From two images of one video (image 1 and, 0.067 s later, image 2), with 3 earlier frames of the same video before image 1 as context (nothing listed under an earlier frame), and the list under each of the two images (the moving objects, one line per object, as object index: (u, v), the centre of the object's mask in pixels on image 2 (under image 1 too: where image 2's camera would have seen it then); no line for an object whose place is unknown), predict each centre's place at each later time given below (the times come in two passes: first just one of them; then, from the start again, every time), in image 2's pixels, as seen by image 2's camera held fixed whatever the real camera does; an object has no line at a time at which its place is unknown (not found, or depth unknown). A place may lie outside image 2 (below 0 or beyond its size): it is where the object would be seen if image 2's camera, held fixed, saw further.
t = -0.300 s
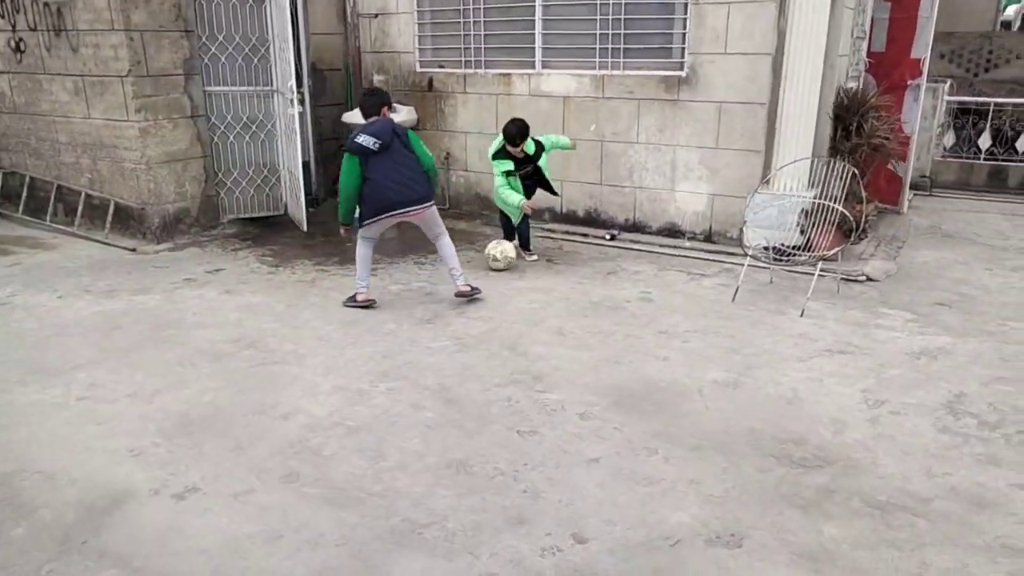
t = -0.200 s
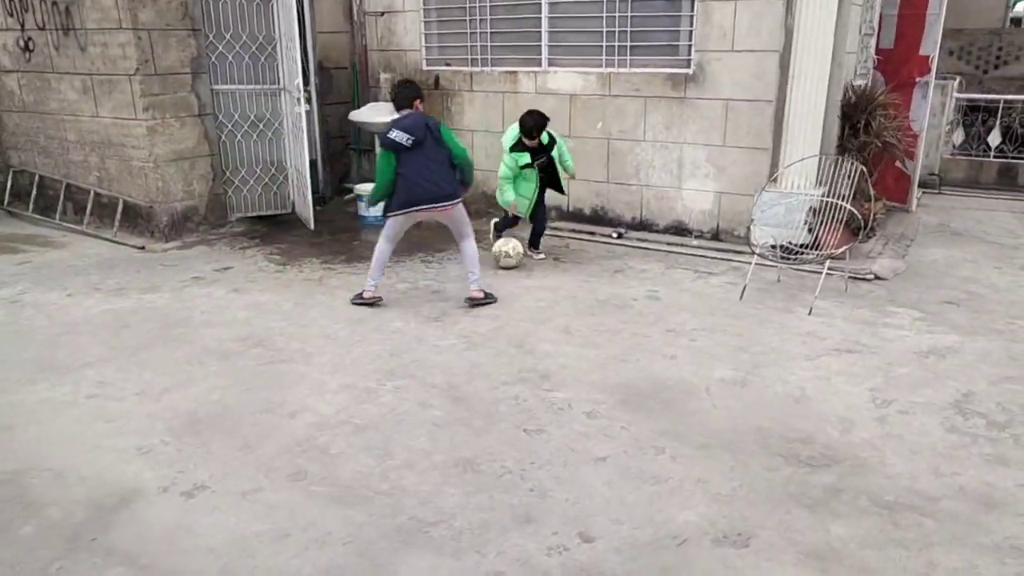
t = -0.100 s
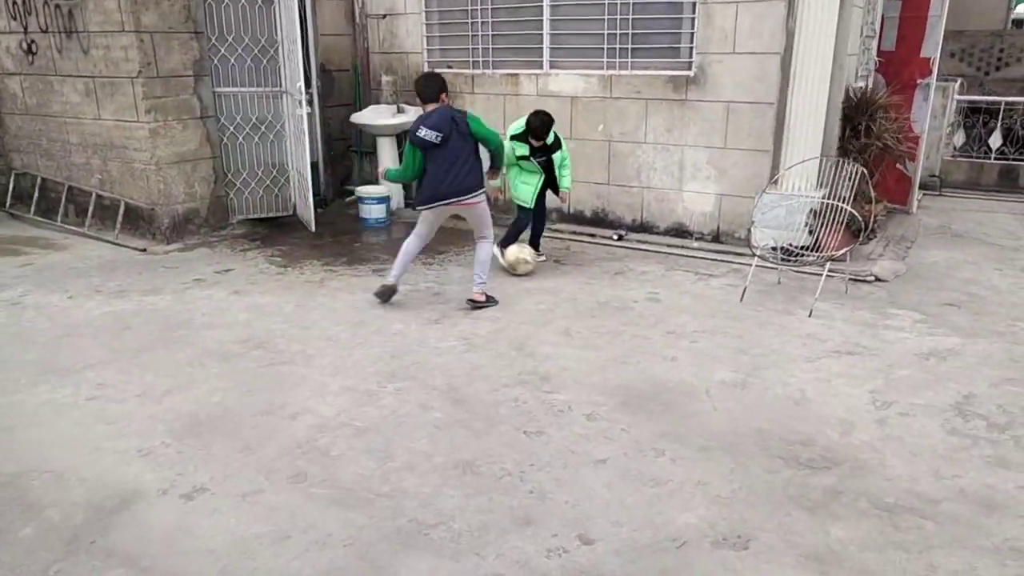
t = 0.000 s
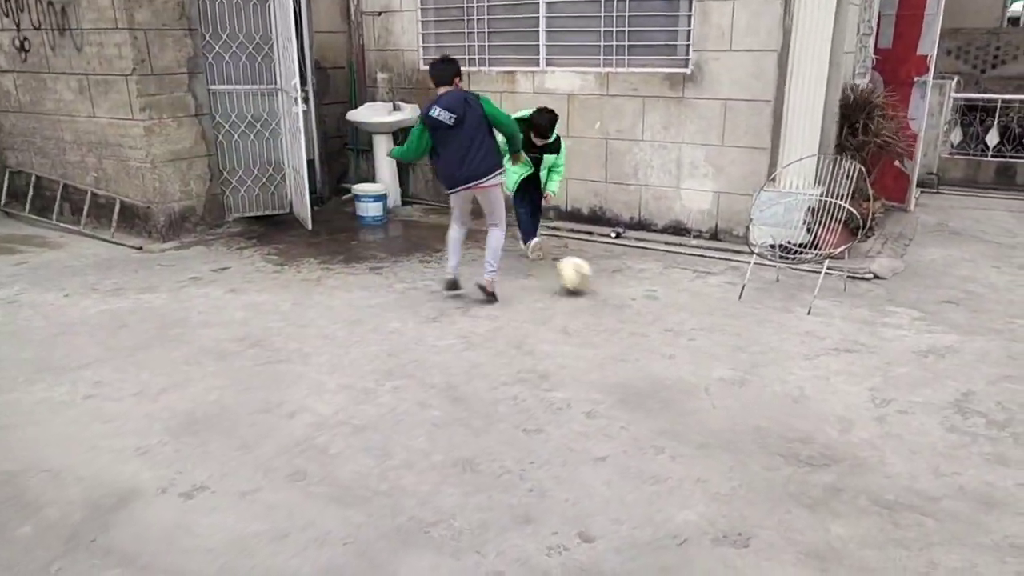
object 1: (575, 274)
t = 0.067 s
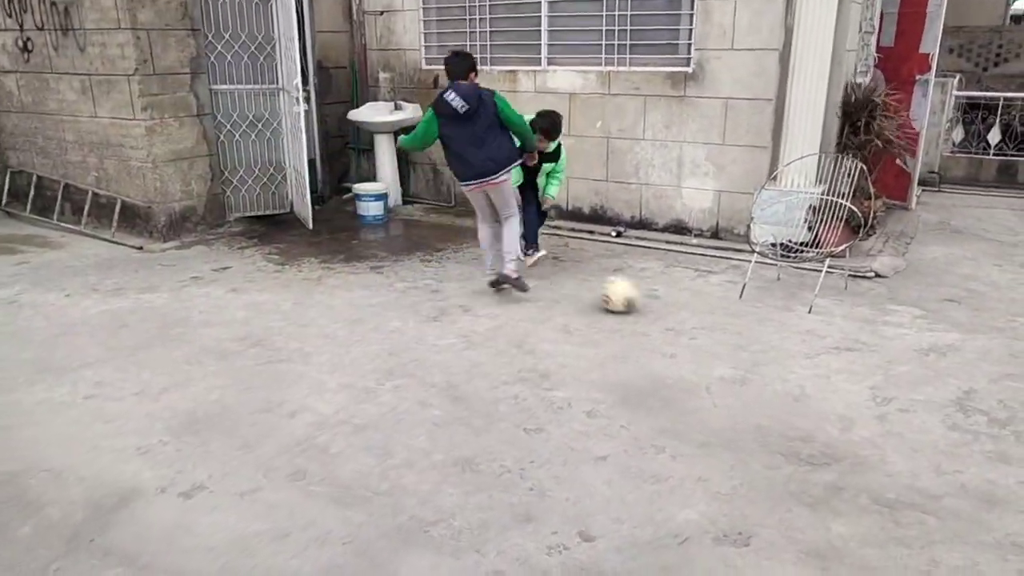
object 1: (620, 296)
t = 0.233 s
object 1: (738, 339)
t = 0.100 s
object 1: (642, 303)
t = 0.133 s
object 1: (666, 311)
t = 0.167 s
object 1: (689, 320)
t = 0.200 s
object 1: (712, 328)
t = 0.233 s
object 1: (738, 339)
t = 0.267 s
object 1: (765, 350)
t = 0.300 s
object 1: (791, 360)
